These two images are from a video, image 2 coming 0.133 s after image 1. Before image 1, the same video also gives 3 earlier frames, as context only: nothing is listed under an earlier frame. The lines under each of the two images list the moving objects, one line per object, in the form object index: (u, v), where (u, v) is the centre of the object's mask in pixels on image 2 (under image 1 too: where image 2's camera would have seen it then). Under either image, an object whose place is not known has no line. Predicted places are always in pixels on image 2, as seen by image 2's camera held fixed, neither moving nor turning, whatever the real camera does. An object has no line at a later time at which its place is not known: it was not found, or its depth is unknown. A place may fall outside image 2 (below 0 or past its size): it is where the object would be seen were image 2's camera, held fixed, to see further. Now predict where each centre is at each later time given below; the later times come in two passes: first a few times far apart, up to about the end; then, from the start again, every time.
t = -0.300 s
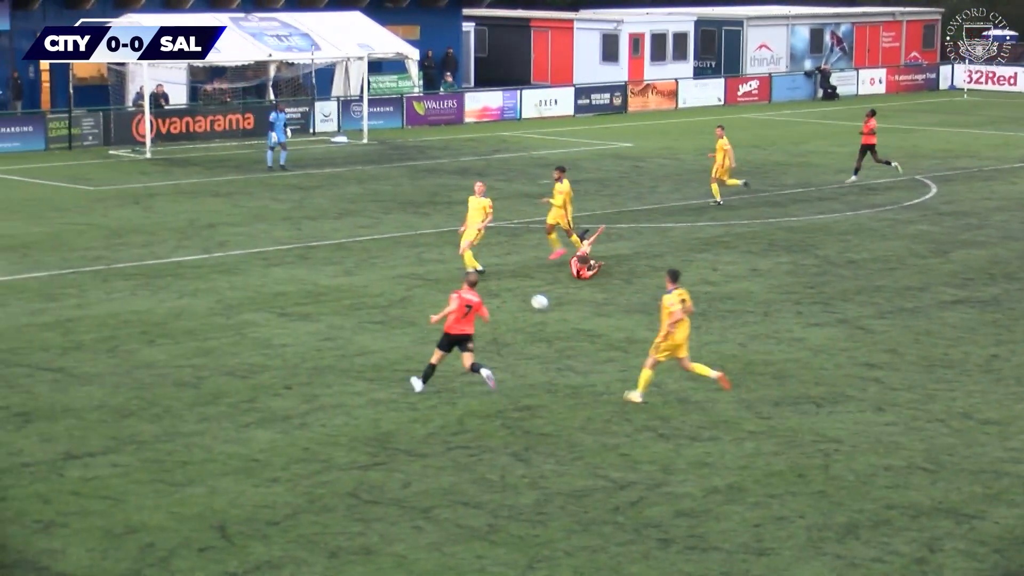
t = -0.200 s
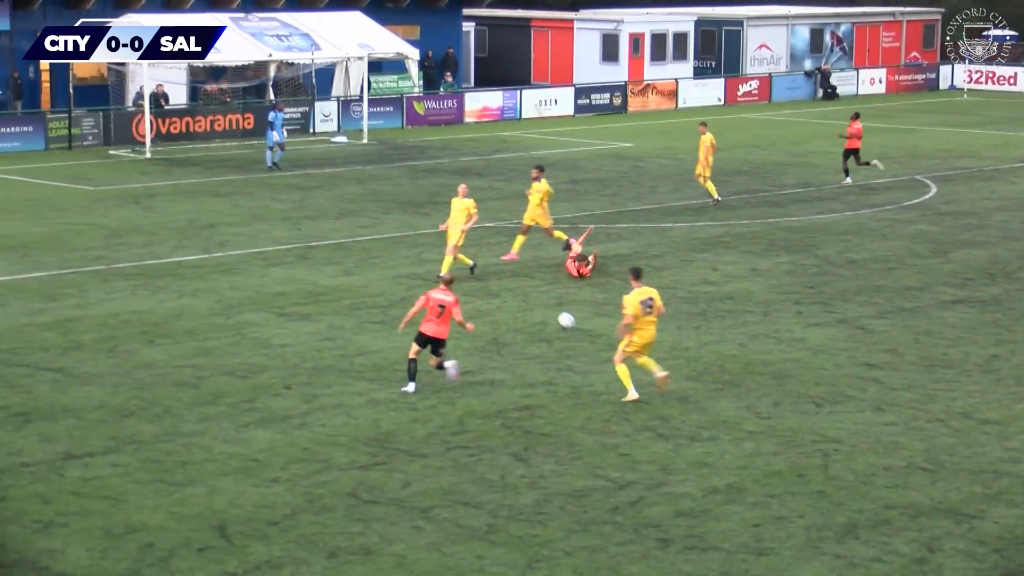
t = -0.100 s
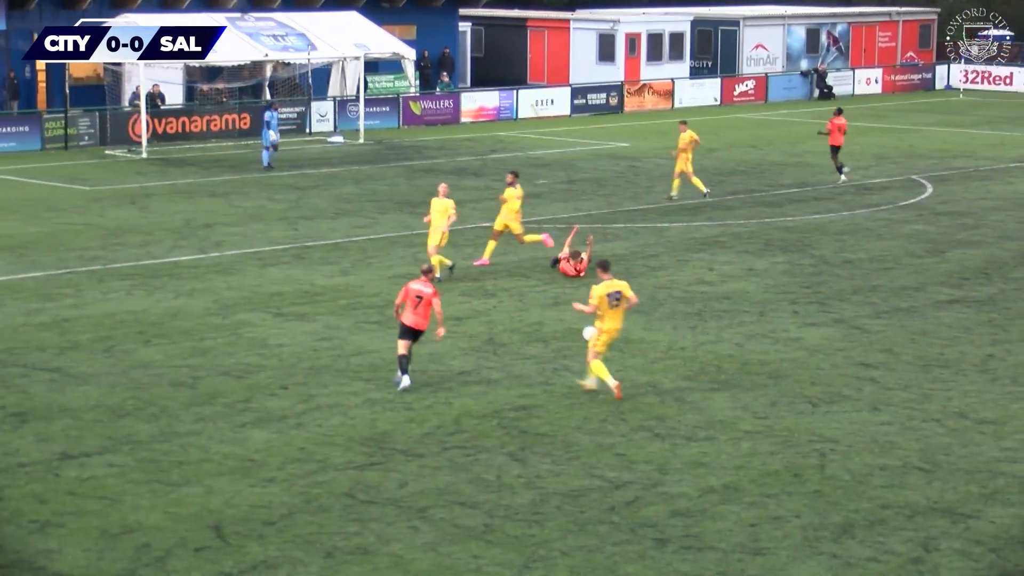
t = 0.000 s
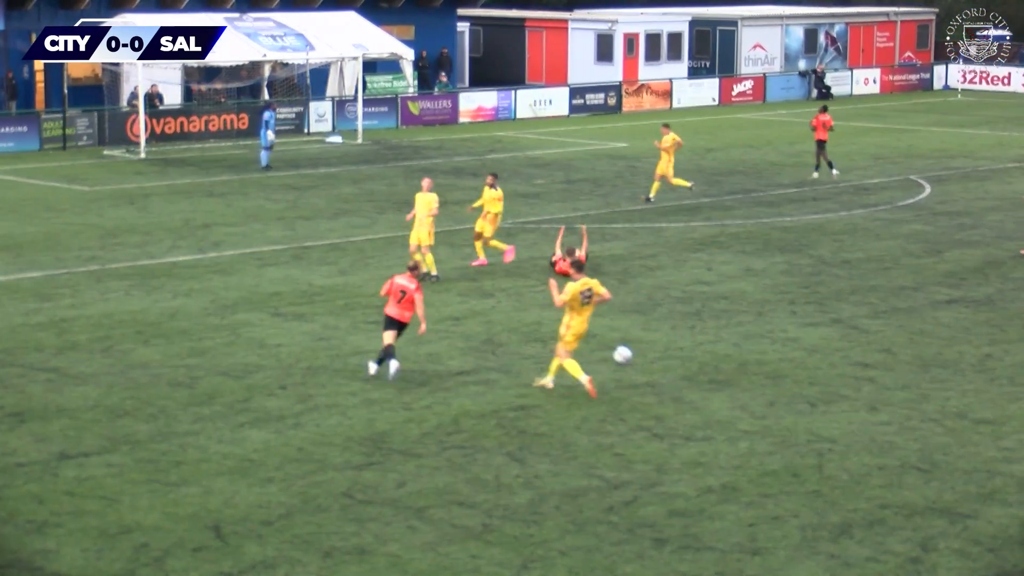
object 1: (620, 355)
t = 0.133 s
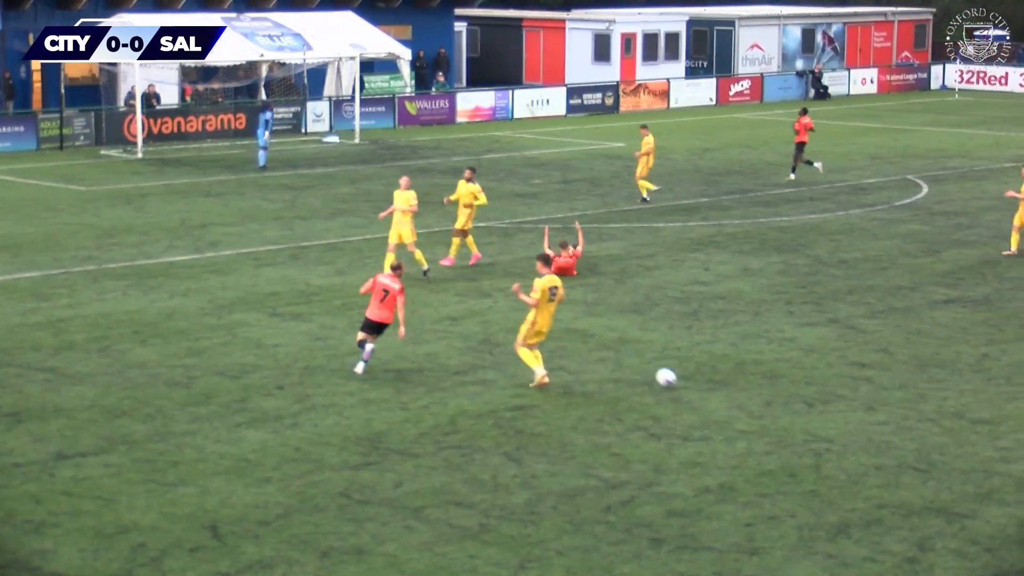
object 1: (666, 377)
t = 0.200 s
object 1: (691, 389)
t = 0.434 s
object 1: (780, 432)
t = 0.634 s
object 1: (858, 473)
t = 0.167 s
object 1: (679, 385)
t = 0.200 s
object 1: (691, 389)
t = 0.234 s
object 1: (703, 394)
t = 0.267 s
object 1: (716, 400)
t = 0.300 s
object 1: (729, 408)
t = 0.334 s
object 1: (742, 416)
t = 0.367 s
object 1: (756, 422)
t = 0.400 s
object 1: (768, 427)
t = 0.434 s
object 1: (780, 432)
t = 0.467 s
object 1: (794, 439)
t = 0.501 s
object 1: (807, 448)
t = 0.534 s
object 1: (820, 453)
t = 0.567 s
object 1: (832, 458)
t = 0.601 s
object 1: (845, 465)
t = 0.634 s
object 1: (858, 473)
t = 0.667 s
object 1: (871, 479)
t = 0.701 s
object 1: (884, 484)
